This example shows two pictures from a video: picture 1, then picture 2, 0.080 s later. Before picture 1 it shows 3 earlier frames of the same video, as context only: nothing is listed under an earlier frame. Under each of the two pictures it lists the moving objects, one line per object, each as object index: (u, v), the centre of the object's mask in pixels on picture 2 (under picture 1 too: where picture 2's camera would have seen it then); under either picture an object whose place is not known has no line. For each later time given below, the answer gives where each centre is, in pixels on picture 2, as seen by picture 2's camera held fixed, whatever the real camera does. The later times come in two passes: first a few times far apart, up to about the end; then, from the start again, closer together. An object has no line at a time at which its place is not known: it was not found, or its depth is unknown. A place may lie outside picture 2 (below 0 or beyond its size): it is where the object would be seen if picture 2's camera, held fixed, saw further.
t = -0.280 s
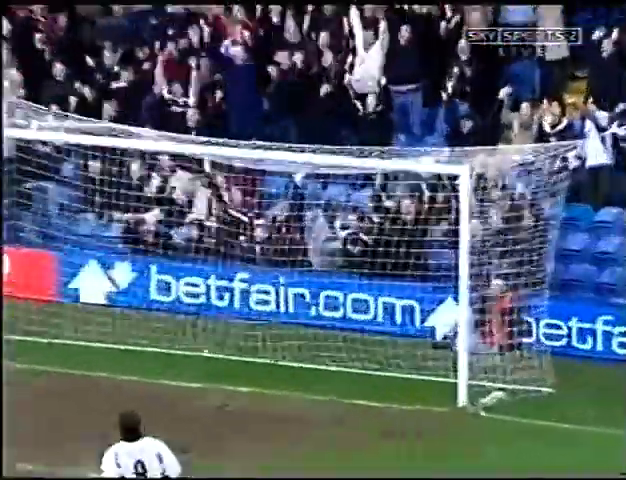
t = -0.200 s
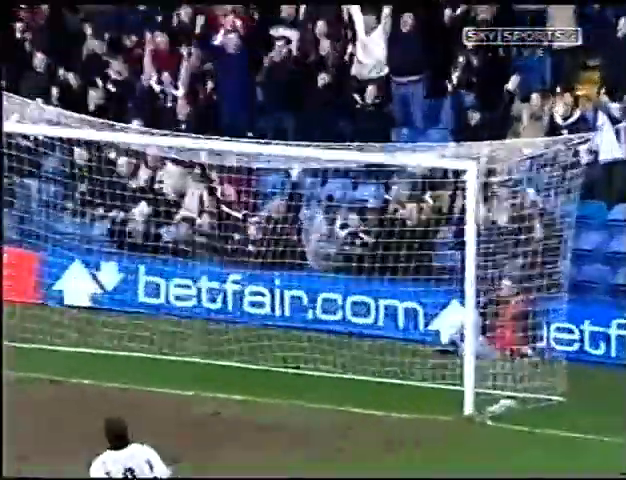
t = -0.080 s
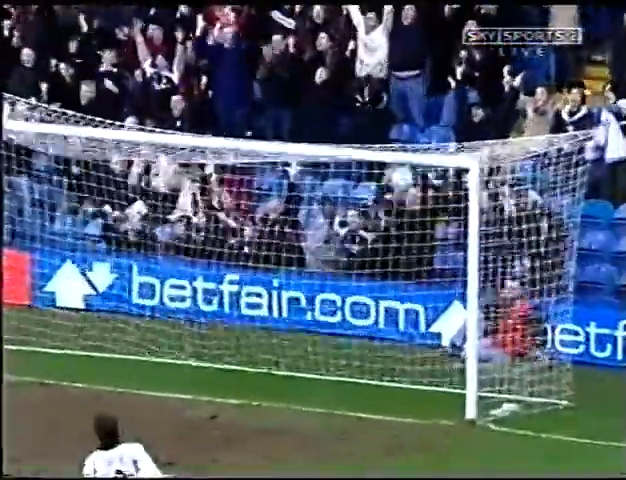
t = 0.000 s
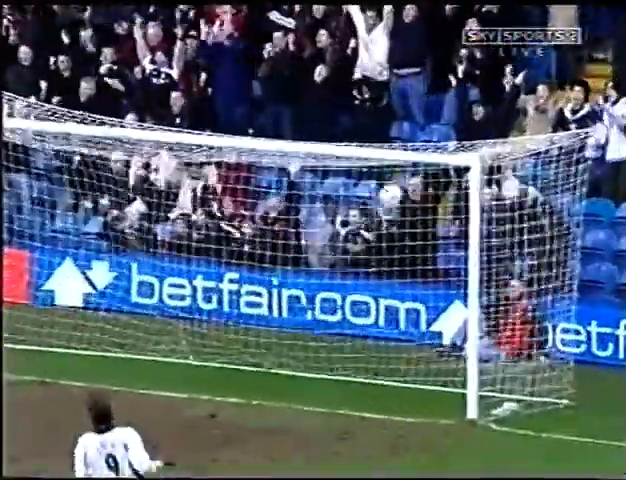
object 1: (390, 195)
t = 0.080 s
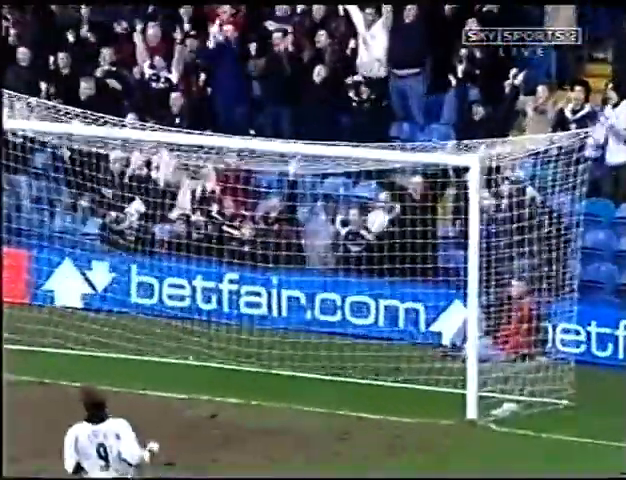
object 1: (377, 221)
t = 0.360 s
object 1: (331, 358)
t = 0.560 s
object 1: (317, 360)
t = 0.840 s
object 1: (315, 305)
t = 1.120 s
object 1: (312, 324)
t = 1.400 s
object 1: (307, 401)
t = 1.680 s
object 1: (293, 362)
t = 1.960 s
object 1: (279, 400)
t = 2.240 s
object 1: (268, 397)
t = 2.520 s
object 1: (256, 413)
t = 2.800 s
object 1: (241, 422)
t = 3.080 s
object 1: (227, 423)
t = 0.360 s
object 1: (331, 358)
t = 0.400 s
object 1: (324, 385)
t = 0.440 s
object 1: (319, 407)
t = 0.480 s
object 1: (318, 392)
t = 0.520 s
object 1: (317, 375)
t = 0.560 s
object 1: (317, 360)
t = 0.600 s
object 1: (317, 347)
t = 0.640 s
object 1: (317, 336)
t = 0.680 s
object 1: (316, 328)
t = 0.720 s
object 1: (315, 317)
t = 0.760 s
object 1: (316, 309)
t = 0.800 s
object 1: (316, 307)
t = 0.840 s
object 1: (315, 305)
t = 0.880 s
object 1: (314, 303)
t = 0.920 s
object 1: (314, 304)
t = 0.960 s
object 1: (314, 305)
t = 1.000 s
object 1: (314, 307)
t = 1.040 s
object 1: (312, 310)
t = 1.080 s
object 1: (313, 317)
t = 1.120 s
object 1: (312, 324)
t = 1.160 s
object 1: (312, 334)
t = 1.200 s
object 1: (311, 344)
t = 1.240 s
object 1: (310, 357)
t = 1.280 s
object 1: (310, 371)
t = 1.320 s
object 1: (309, 387)
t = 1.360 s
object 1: (308, 404)
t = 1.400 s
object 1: (307, 401)
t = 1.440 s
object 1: (305, 391)
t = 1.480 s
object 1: (304, 382)
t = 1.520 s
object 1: (300, 375)
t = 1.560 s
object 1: (299, 369)
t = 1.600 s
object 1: (297, 365)
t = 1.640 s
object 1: (294, 362)
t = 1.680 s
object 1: (293, 362)
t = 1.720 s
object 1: (291, 364)
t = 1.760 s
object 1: (289, 365)
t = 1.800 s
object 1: (287, 368)
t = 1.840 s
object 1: (284, 375)
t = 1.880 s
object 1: (283, 381)
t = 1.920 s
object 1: (280, 390)
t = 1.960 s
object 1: (279, 400)
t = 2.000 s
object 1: (276, 413)
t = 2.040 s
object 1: (275, 410)
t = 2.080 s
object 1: (274, 404)
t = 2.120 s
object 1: (272, 399)
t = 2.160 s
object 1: (271, 397)
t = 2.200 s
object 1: (269, 396)
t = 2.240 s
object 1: (268, 397)
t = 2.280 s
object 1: (266, 399)
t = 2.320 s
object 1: (265, 403)
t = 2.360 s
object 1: (263, 408)
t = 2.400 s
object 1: (261, 417)
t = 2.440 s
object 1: (260, 418)
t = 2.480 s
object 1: (258, 414)
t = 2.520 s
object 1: (256, 413)
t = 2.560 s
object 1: (254, 413)
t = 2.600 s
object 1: (252, 415)
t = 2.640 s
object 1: (250, 417)
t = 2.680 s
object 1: (247, 421)
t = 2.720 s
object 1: (245, 420)
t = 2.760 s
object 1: (243, 420)
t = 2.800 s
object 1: (241, 422)
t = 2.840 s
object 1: (239, 422)
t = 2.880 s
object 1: (237, 422)
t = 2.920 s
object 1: (235, 423)
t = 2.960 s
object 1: (234, 423)
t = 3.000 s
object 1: (231, 423)
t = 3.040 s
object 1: (229, 423)
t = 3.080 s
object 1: (227, 423)
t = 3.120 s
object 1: (225, 423)
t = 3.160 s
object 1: (223, 424)
